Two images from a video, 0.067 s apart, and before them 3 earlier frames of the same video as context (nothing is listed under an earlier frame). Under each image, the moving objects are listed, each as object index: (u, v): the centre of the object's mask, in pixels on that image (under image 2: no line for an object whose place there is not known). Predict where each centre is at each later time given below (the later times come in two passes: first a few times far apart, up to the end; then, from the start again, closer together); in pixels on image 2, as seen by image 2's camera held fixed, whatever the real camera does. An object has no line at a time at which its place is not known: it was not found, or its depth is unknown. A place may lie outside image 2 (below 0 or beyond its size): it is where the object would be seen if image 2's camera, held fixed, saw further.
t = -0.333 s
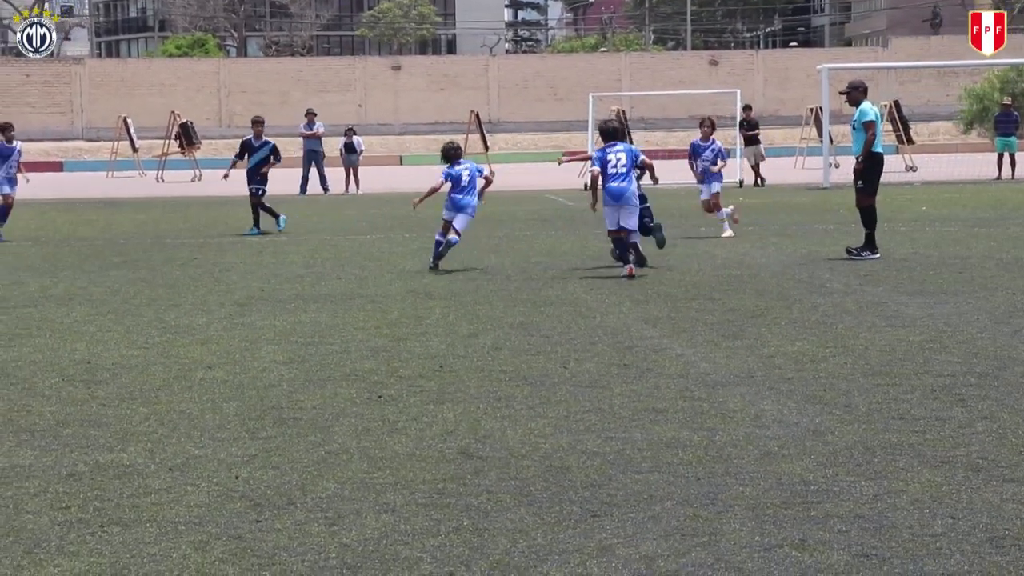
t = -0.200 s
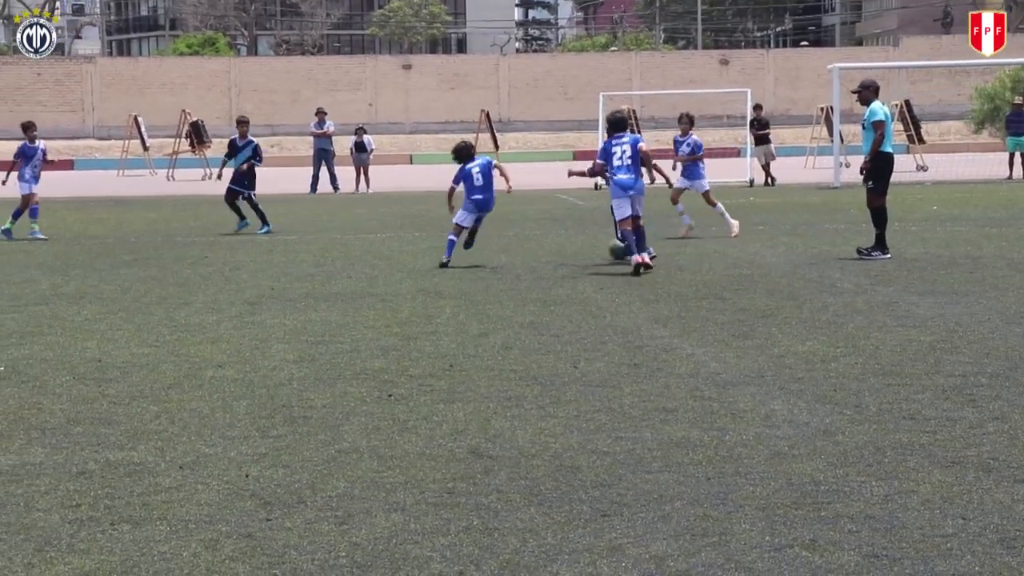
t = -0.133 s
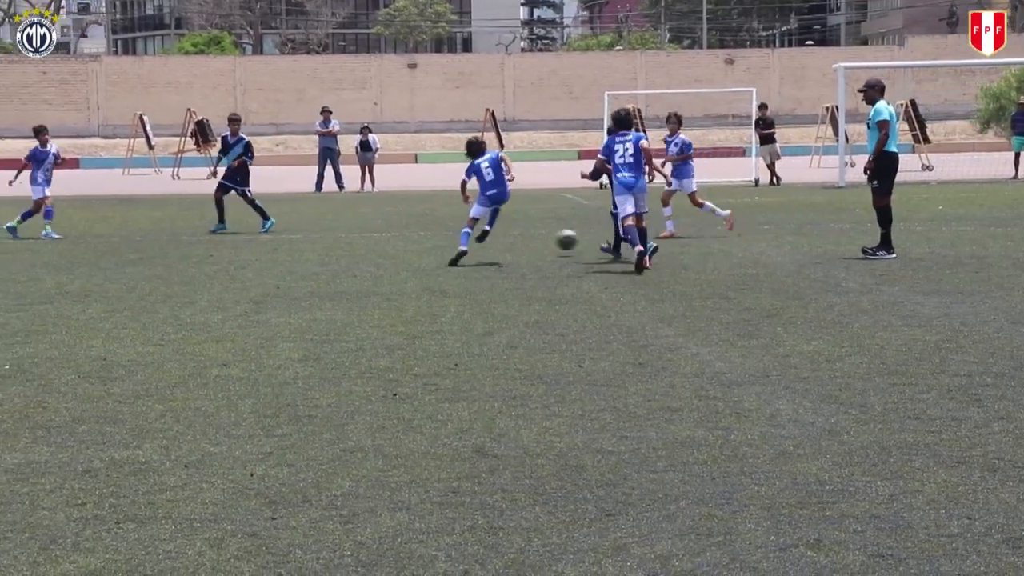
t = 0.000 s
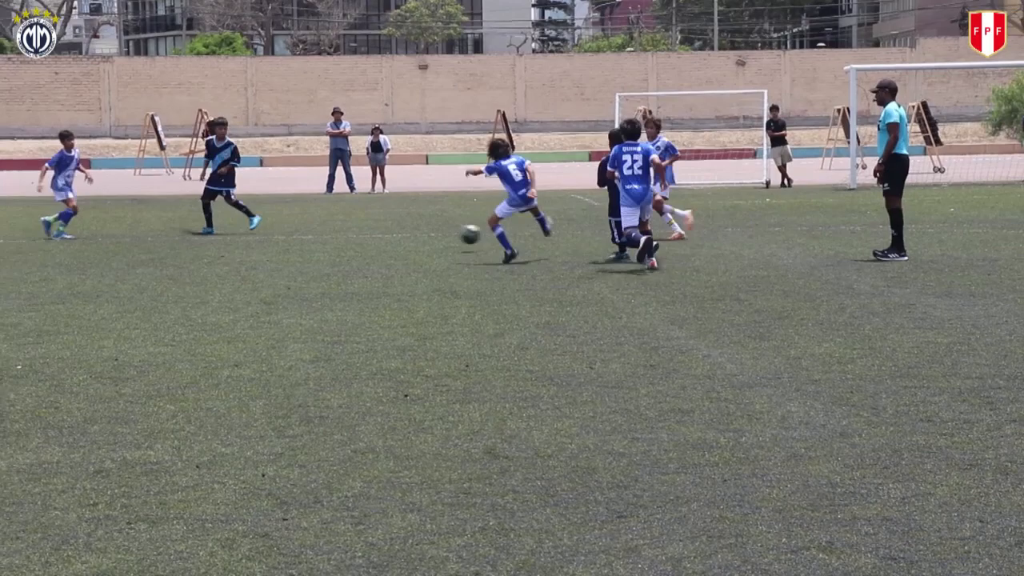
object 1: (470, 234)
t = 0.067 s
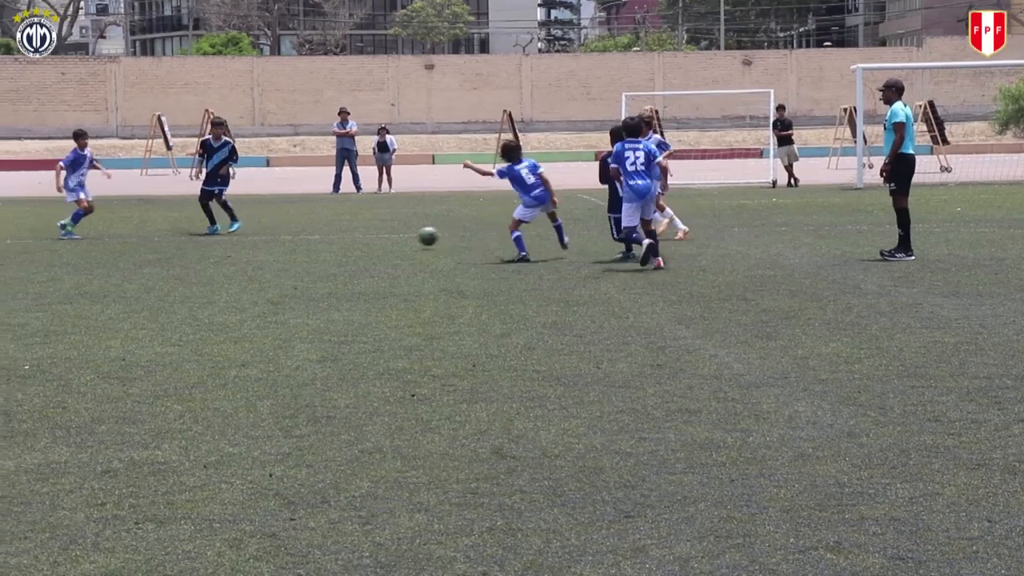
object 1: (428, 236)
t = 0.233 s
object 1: (329, 230)
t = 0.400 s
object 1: (245, 232)
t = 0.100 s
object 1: (405, 238)
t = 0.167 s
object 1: (365, 234)
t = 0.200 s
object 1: (347, 232)
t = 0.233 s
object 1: (329, 230)
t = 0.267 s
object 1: (311, 230)
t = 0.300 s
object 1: (293, 231)
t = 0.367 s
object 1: (261, 233)
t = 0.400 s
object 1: (245, 232)
